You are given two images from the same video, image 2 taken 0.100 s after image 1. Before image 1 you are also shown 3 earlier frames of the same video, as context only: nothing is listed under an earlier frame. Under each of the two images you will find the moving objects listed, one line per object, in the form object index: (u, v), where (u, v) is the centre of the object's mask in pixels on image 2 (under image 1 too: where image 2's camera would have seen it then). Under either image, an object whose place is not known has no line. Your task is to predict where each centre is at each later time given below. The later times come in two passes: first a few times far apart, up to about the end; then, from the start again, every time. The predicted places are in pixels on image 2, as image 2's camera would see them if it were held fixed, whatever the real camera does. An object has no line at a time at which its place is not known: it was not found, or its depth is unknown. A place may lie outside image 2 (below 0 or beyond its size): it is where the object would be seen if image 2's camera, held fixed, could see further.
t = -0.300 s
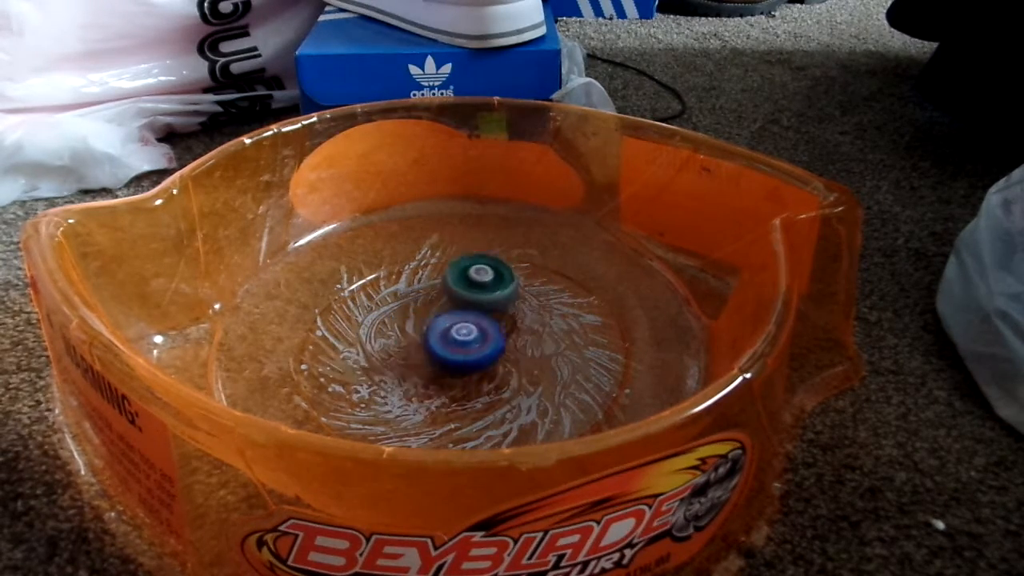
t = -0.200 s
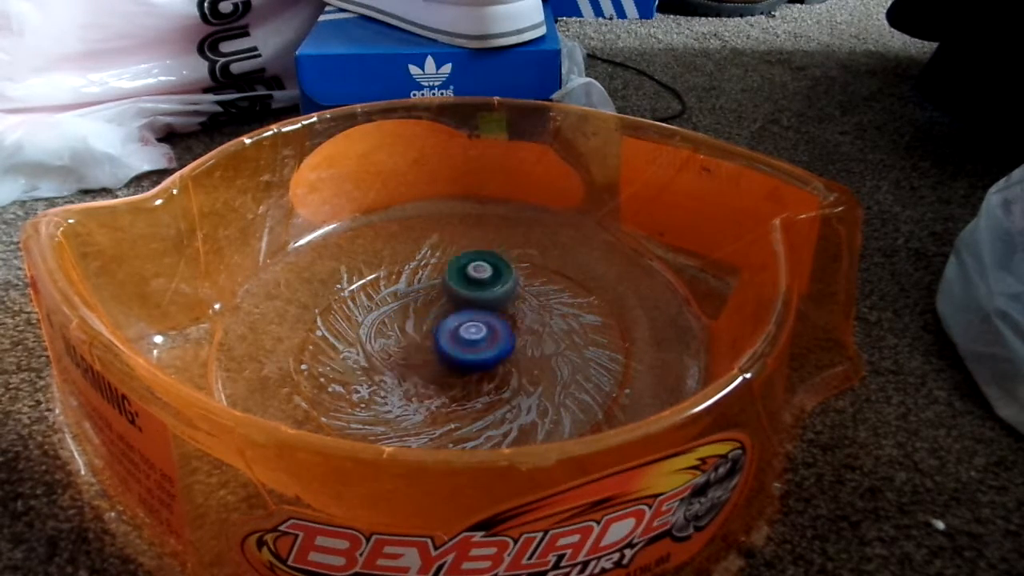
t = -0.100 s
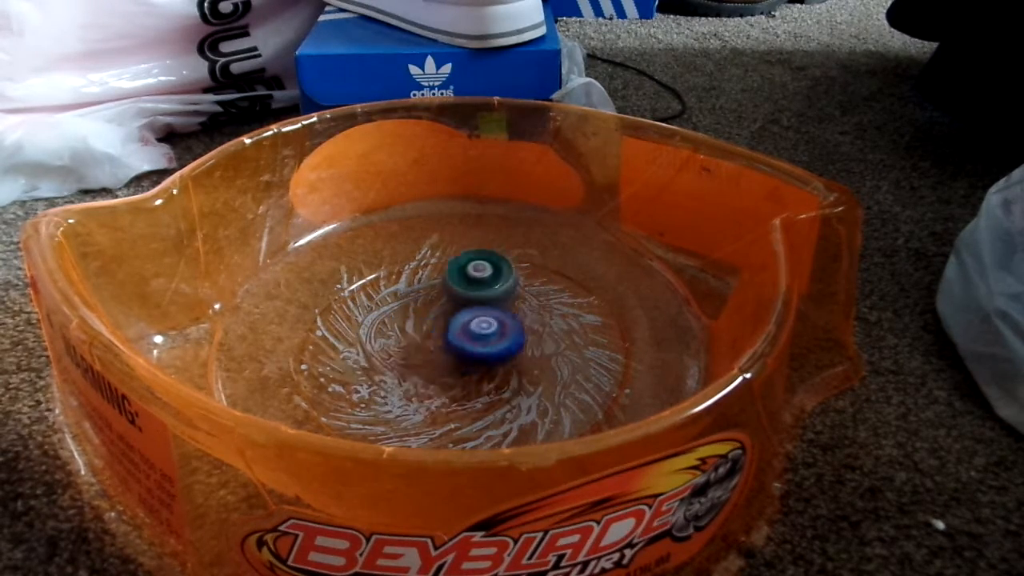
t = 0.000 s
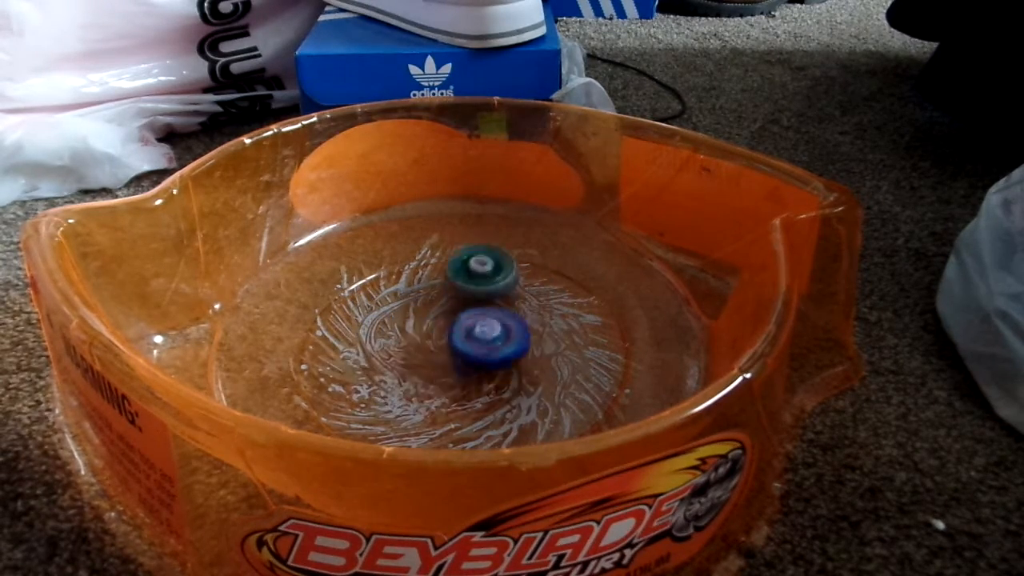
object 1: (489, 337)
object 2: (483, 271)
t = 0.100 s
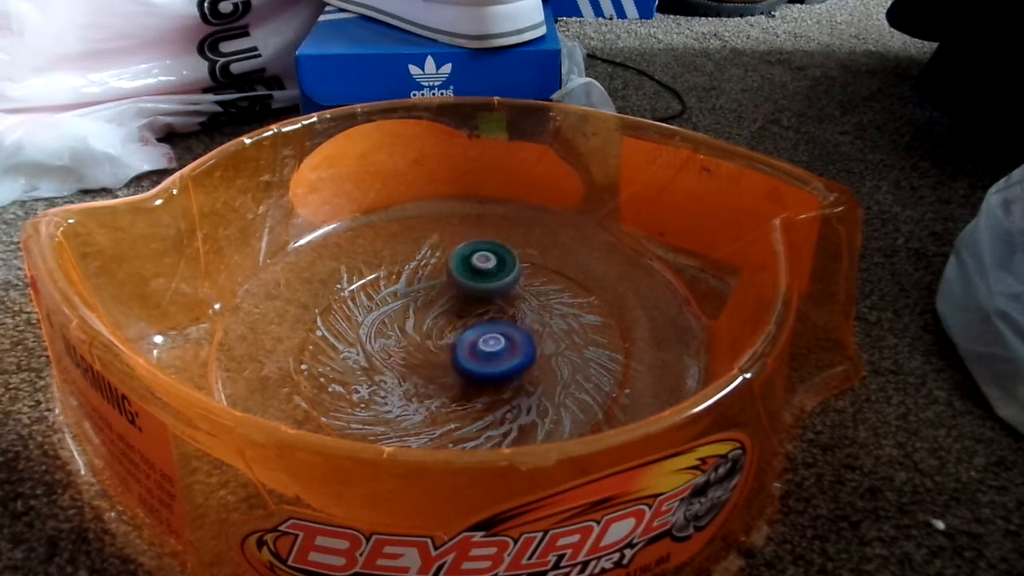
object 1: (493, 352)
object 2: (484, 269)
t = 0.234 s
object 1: (504, 363)
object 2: (484, 270)
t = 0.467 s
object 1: (516, 361)
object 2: (482, 283)
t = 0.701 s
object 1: (487, 346)
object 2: (469, 291)
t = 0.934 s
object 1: (445, 343)
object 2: (452, 285)
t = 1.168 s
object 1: (413, 332)
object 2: (451, 282)
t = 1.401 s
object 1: (395, 327)
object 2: (456, 286)
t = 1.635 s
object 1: (389, 344)
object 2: (469, 297)
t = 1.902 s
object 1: (424, 360)
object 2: (467, 307)
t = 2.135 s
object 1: (446, 372)
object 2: (461, 311)
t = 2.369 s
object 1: (477, 371)
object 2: (458, 306)
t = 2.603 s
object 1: (495, 370)
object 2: (460, 301)
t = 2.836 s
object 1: (490, 354)
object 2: (464, 298)
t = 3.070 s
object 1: (484, 354)
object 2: (465, 298)
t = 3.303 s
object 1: (472, 360)
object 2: (467, 294)
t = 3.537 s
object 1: (455, 357)
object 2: (466, 295)
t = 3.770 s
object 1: (444, 354)
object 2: (471, 292)
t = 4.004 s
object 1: (448, 356)
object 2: (468, 290)
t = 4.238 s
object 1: (456, 356)
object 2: (465, 294)
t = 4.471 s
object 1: (464, 355)
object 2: (458, 296)
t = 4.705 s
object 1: (455, 377)
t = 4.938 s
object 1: (462, 381)
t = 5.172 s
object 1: (468, 372)
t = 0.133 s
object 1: (496, 356)
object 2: (484, 268)
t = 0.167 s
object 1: (498, 359)
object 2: (484, 268)
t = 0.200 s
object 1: (501, 361)
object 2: (484, 269)
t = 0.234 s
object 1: (504, 363)
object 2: (484, 270)
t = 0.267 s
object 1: (507, 365)
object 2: (485, 271)
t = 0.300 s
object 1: (510, 366)
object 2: (485, 272)
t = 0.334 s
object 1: (513, 366)
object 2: (485, 275)
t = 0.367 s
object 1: (515, 366)
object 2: (485, 276)
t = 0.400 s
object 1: (516, 365)
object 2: (484, 278)
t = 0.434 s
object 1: (517, 363)
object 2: (483, 281)
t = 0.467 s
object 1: (516, 361)
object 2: (482, 283)
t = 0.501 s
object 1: (514, 357)
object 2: (481, 286)
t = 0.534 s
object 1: (511, 355)
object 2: (479, 288)
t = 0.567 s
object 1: (508, 353)
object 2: (477, 290)
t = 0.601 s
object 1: (504, 350)
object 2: (476, 292)
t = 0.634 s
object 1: (498, 349)
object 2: (472, 295)
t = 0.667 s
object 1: (492, 346)
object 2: (471, 295)
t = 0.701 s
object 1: (487, 346)
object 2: (469, 291)
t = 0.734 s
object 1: (480, 347)
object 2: (467, 291)
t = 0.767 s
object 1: (474, 346)
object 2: (463, 292)
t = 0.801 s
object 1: (470, 346)
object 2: (459, 290)
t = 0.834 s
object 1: (463, 346)
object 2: (458, 289)
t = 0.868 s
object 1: (456, 344)
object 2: (456, 288)
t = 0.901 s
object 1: (451, 344)
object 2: (454, 287)
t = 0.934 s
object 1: (445, 343)
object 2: (452, 285)
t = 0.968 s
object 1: (440, 341)
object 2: (452, 284)
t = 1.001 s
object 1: (435, 340)
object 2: (451, 284)
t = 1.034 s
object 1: (429, 338)
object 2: (450, 283)
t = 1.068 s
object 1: (426, 337)
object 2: (450, 282)
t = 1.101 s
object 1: (420, 335)
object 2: (450, 282)
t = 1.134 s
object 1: (416, 332)
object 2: (450, 282)
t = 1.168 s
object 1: (413, 332)
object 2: (451, 282)
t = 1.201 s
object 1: (408, 330)
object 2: (451, 280)
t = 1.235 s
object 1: (406, 328)
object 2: (451, 281)
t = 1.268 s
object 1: (402, 327)
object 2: (452, 282)
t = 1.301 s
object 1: (400, 327)
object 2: (452, 282)
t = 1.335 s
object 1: (397, 326)
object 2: (454, 284)
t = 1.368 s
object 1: (396, 326)
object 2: (455, 285)
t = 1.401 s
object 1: (395, 327)
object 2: (456, 286)
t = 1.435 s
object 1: (394, 328)
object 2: (456, 287)
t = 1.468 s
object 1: (396, 328)
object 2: (458, 290)
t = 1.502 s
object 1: (392, 332)
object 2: (463, 292)
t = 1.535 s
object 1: (388, 336)
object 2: (466, 292)
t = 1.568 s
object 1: (387, 339)
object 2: (468, 294)
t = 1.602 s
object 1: (388, 342)
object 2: (468, 295)
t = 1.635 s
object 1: (389, 344)
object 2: (469, 297)
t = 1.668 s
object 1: (393, 348)
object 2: (469, 299)
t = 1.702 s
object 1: (396, 352)
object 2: (469, 300)
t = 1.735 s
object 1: (399, 353)
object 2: (470, 302)
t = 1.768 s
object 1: (405, 354)
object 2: (469, 304)
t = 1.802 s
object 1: (410, 355)
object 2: (469, 305)
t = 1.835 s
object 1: (414, 356)
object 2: (468, 307)
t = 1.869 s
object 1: (420, 357)
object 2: (467, 308)
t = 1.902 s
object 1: (424, 360)
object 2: (467, 307)
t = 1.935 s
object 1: (424, 363)
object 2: (468, 308)
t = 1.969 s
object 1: (428, 365)
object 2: (466, 309)
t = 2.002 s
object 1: (431, 367)
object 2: (466, 310)
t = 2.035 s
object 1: (435, 369)
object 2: (464, 310)
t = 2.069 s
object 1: (440, 371)
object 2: (464, 311)
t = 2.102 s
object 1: (443, 372)
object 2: (462, 310)
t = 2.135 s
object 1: (446, 372)
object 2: (461, 311)
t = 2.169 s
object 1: (452, 373)
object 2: (460, 311)
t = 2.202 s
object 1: (455, 372)
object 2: (459, 310)
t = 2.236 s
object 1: (459, 372)
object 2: (458, 311)
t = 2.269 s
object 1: (464, 371)
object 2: (458, 311)
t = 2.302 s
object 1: (467, 369)
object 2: (456, 309)
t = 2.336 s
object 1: (471, 369)
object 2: (456, 310)
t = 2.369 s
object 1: (477, 371)
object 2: (458, 306)
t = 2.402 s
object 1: (480, 374)
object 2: (459, 305)
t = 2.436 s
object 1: (482, 375)
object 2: (459, 304)
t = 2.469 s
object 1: (486, 375)
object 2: (459, 303)
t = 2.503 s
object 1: (488, 375)
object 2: (459, 302)
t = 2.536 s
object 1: (490, 374)
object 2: (459, 301)
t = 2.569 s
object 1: (494, 371)
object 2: (460, 302)
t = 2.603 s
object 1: (495, 370)
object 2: (460, 301)
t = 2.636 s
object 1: (495, 368)
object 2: (460, 302)
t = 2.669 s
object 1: (496, 363)
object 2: (461, 301)
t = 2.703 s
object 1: (495, 361)
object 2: (462, 301)
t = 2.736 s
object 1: (494, 359)
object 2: (462, 302)
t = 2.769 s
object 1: (493, 355)
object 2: (462, 301)
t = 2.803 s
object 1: (492, 355)
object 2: (463, 299)
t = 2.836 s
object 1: (490, 354)
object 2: (464, 298)
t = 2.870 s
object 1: (488, 352)
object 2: (465, 298)
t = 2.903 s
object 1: (488, 353)
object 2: (465, 298)
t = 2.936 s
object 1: (487, 354)
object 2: (466, 298)
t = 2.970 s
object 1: (487, 355)
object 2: (467, 298)
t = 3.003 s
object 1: (486, 355)
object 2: (467, 298)
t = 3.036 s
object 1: (486, 355)
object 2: (466, 298)
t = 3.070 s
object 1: (484, 354)
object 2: (465, 298)
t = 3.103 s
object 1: (482, 354)
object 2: (466, 298)
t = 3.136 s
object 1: (481, 354)
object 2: (465, 298)
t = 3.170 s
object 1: (479, 353)
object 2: (465, 297)
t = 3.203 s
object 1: (476, 357)
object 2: (467, 295)
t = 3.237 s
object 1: (473, 359)
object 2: (468, 294)
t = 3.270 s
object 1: (472, 360)
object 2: (467, 294)
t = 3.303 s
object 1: (472, 360)
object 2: (467, 294)
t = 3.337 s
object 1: (470, 362)
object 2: (466, 294)
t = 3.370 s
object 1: (466, 362)
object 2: (466, 294)
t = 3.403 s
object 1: (463, 362)
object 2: (466, 294)
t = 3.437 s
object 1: (462, 361)
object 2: (466, 295)
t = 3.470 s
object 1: (462, 361)
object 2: (467, 295)
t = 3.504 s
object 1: (458, 360)
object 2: (466, 295)
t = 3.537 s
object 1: (455, 357)
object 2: (466, 295)
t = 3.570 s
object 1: (454, 355)
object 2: (466, 295)
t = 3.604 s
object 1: (456, 355)
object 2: (466, 296)
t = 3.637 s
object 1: (453, 354)
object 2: (466, 295)
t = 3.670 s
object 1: (452, 351)
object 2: (466, 295)
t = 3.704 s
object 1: (450, 353)
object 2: (467, 295)
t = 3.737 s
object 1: (447, 354)
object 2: (470, 292)
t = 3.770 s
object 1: (444, 354)
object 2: (471, 292)
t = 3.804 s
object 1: (444, 353)
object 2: (470, 292)
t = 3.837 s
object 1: (446, 352)
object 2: (469, 293)
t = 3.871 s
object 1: (450, 353)
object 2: (468, 292)
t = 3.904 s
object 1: (454, 356)
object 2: (468, 292)
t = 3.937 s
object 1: (453, 358)
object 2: (468, 291)
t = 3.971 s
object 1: (450, 358)
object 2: (467, 290)
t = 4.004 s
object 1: (448, 356)
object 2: (468, 290)
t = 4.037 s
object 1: (448, 355)
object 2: (467, 290)
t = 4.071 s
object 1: (448, 353)
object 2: (467, 291)
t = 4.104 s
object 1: (452, 351)
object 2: (467, 291)
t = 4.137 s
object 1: (454, 351)
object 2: (466, 293)
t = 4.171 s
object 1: (457, 351)
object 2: (466, 293)
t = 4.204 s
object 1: (458, 354)
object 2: (465, 294)
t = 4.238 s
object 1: (456, 356)
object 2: (465, 294)
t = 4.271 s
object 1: (453, 356)
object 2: (463, 295)
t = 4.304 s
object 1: (452, 354)
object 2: (462, 295)
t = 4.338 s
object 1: (452, 354)
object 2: (461, 295)
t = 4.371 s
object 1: (457, 353)
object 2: (460, 296)
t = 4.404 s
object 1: (461, 355)
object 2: (459, 297)
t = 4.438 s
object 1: (464, 357)
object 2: (458, 296)
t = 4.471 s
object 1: (464, 355)
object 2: (458, 296)
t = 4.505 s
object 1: (462, 356)
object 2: (457, 295)
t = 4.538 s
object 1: (459, 356)
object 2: (457, 295)
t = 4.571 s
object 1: (457, 355)
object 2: (456, 295)
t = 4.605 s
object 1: (455, 358)
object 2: (456, 294)
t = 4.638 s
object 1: (450, 368)
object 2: (459, 289)
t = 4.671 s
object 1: (451, 372)
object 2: (463, 287)
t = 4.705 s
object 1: (455, 377)
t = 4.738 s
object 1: (457, 379)
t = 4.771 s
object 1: (462, 379)
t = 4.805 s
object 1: (463, 382)
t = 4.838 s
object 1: (462, 385)
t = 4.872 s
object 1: (463, 385)
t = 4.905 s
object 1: (463, 384)
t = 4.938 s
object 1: (462, 381)
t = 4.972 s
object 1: (461, 380)
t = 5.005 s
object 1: (460, 378)
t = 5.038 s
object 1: (463, 375)
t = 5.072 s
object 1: (466, 374)
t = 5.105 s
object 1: (467, 373)
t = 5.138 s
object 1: (468, 372)
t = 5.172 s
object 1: (468, 372)
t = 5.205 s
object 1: (466, 373)
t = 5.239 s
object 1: (463, 375)
